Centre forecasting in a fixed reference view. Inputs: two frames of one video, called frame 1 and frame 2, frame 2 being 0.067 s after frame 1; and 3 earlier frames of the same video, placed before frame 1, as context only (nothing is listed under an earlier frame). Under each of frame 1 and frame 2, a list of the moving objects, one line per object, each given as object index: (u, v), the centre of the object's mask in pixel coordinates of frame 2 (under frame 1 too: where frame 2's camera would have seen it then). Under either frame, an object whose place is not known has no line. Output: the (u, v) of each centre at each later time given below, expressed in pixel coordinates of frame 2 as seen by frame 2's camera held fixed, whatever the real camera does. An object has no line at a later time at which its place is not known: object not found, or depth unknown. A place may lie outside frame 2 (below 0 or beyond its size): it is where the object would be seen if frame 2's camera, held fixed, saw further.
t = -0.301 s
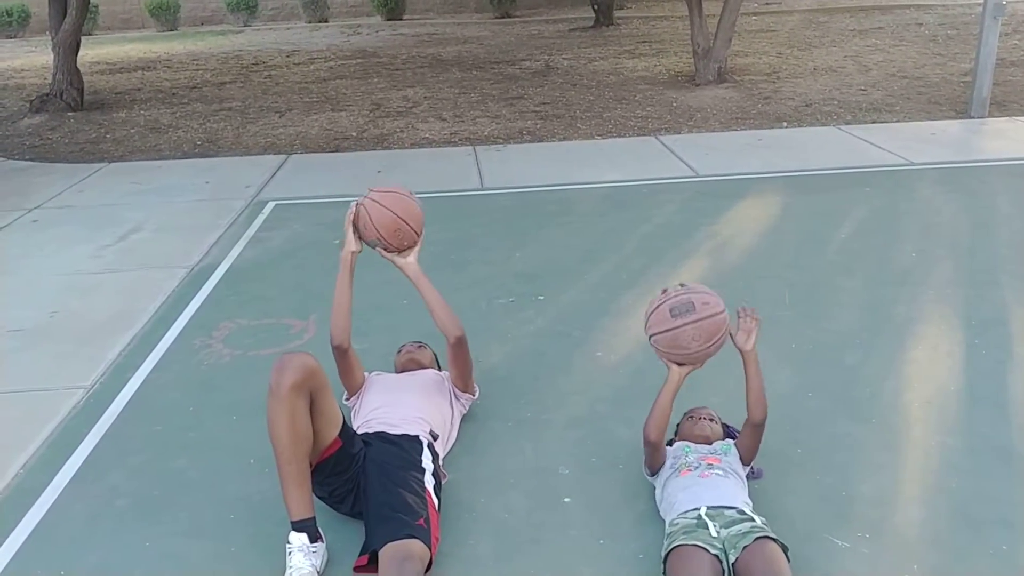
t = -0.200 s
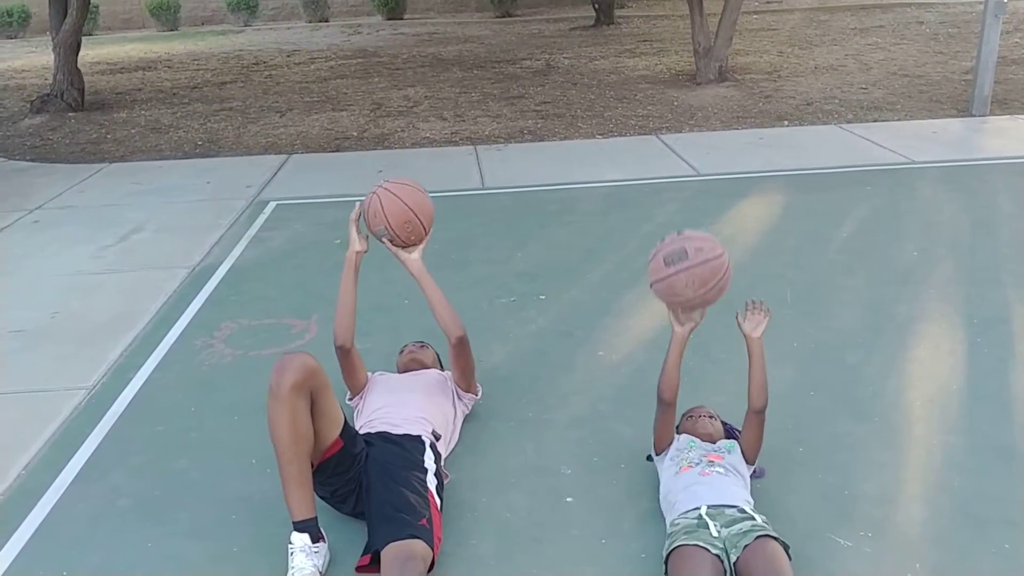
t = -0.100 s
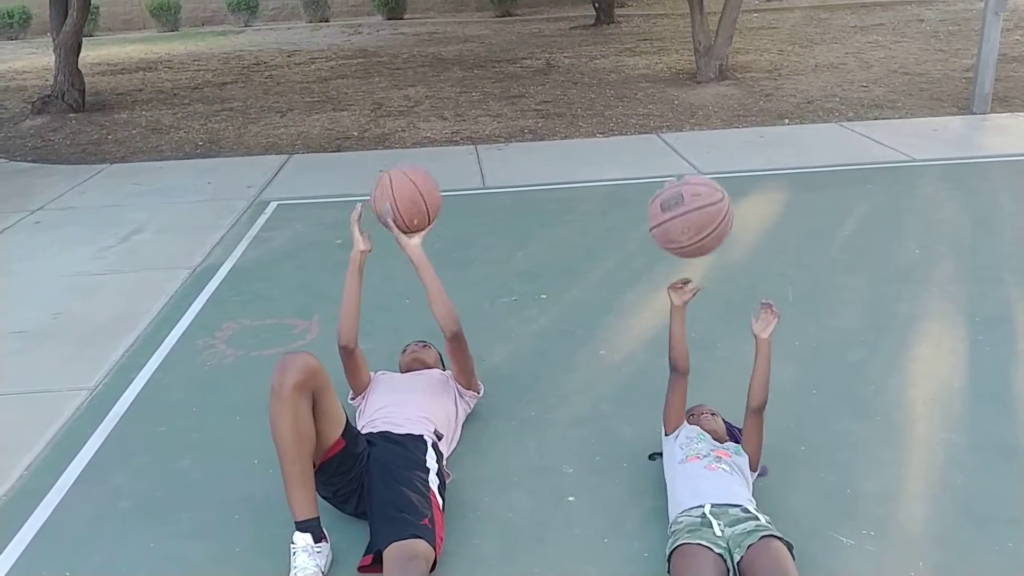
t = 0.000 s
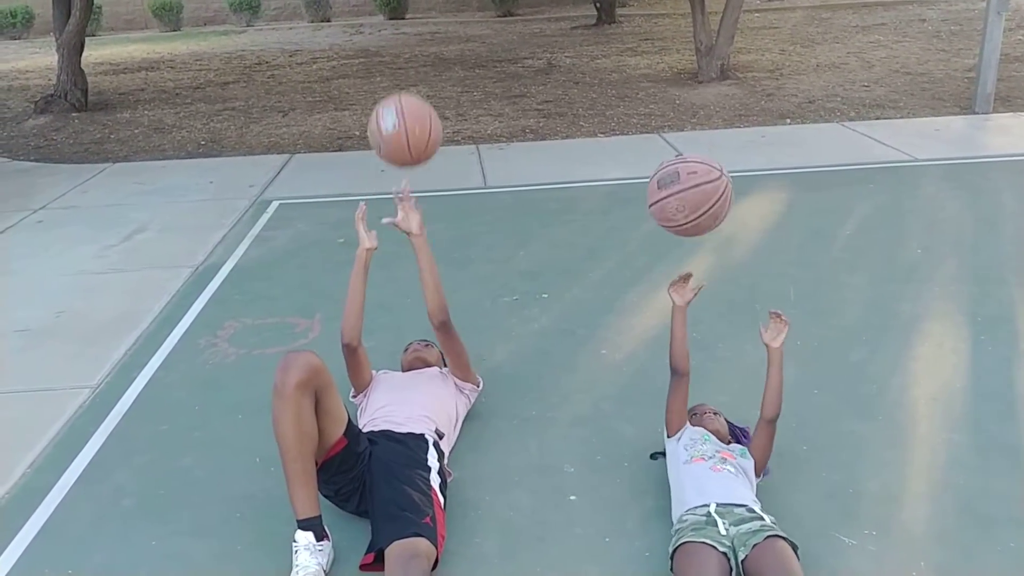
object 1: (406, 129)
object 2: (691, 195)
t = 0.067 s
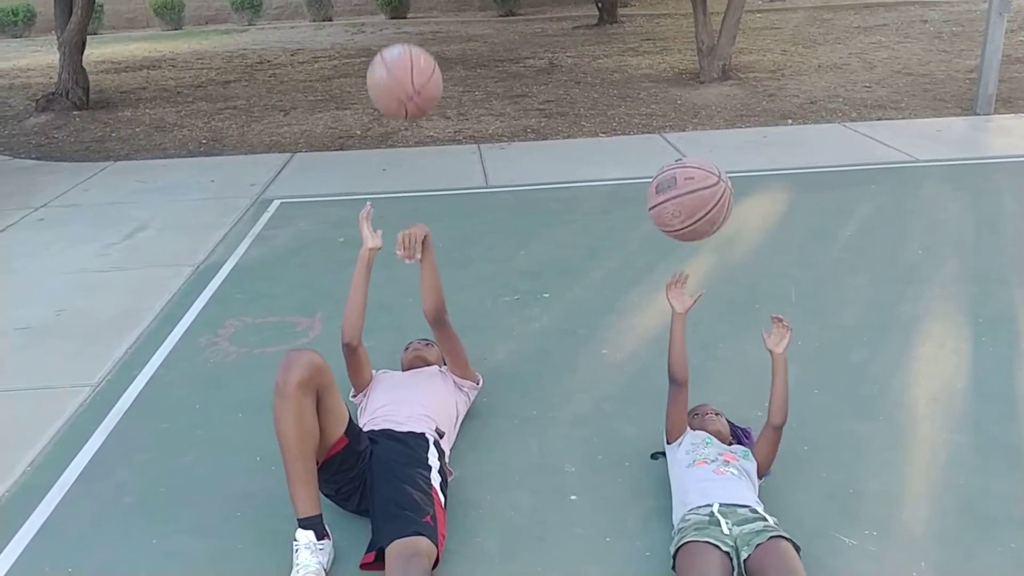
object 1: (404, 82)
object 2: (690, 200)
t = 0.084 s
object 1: (404, 71)
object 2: (689, 203)
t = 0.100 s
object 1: (404, 62)
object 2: (688, 207)
